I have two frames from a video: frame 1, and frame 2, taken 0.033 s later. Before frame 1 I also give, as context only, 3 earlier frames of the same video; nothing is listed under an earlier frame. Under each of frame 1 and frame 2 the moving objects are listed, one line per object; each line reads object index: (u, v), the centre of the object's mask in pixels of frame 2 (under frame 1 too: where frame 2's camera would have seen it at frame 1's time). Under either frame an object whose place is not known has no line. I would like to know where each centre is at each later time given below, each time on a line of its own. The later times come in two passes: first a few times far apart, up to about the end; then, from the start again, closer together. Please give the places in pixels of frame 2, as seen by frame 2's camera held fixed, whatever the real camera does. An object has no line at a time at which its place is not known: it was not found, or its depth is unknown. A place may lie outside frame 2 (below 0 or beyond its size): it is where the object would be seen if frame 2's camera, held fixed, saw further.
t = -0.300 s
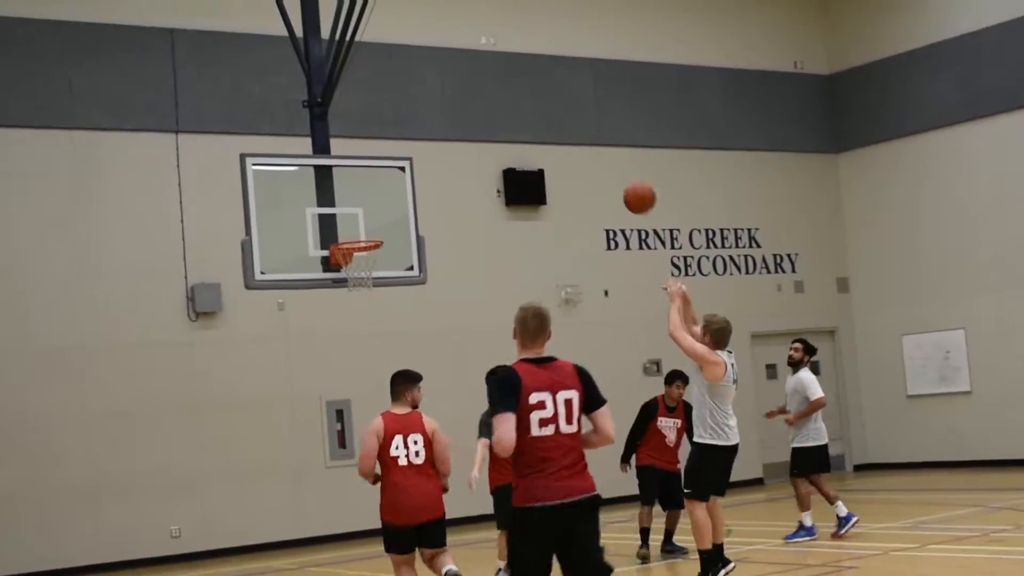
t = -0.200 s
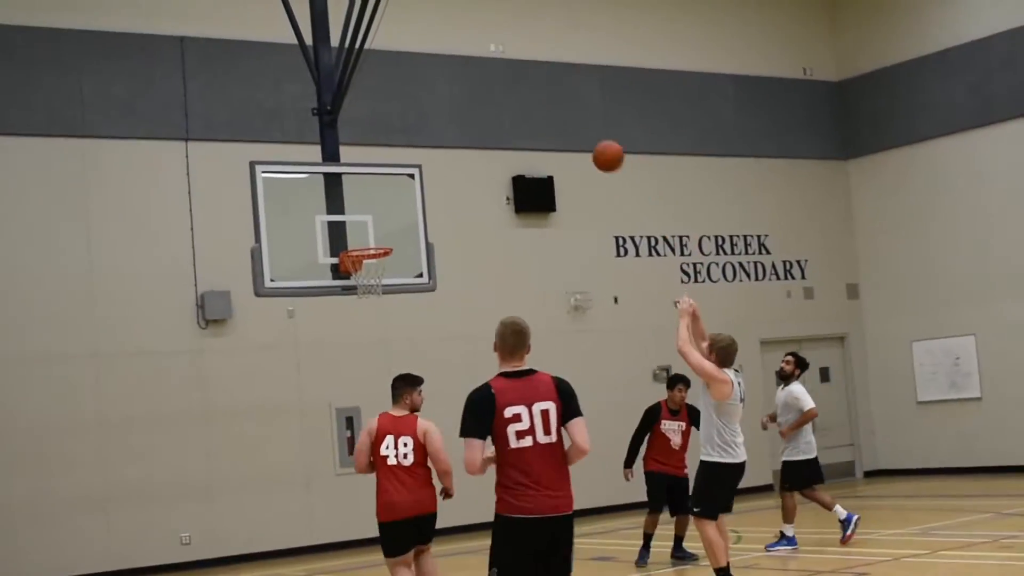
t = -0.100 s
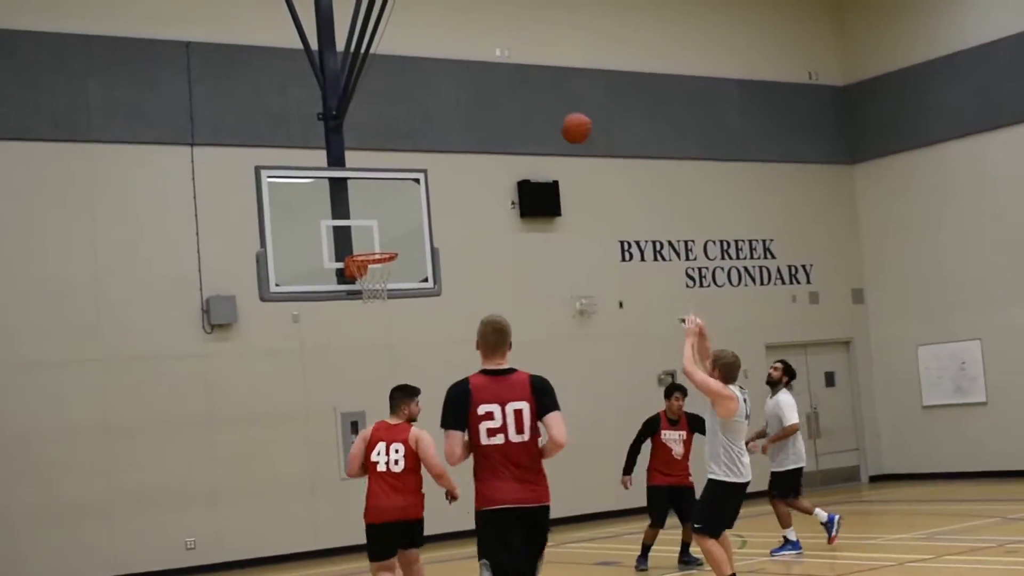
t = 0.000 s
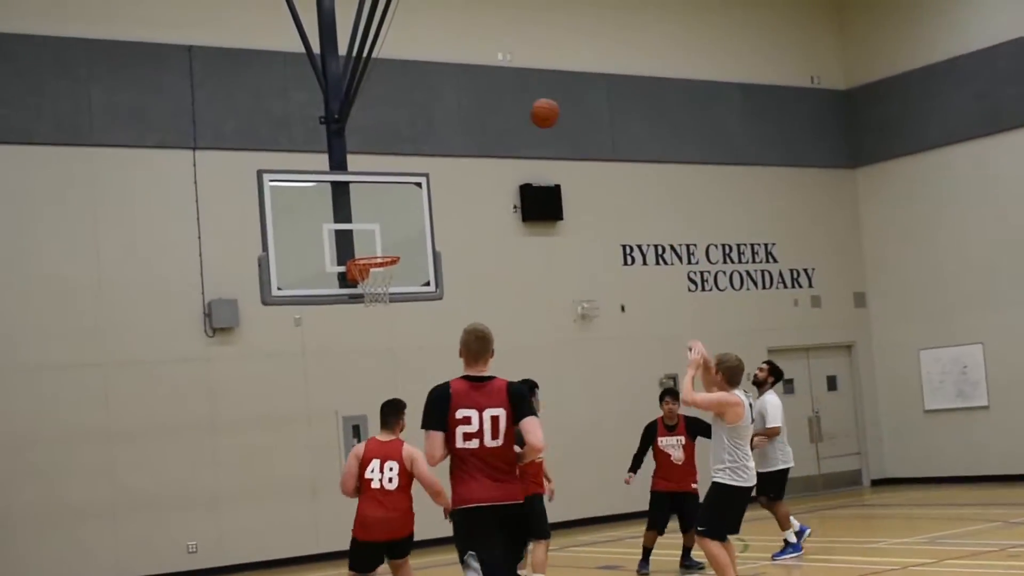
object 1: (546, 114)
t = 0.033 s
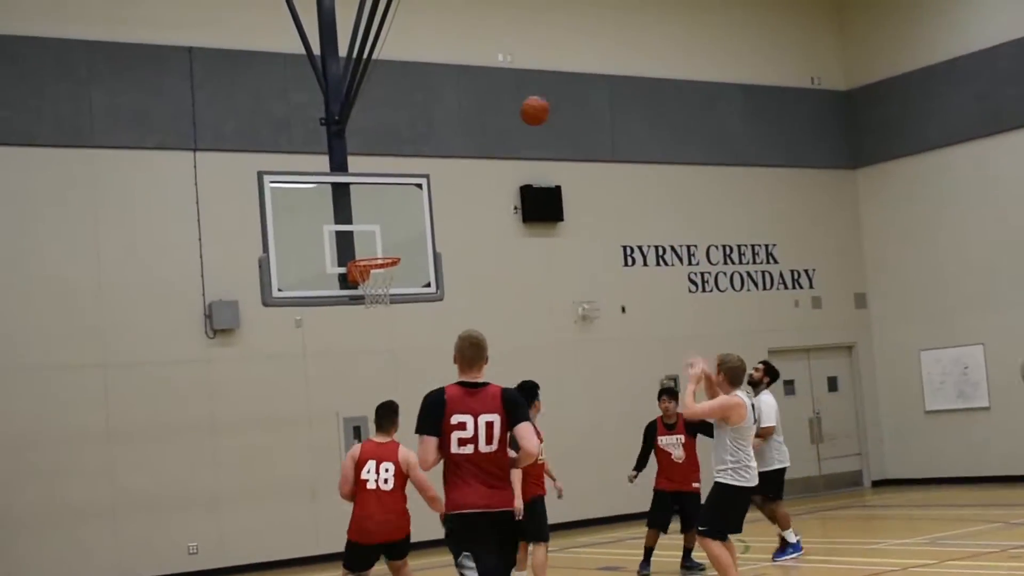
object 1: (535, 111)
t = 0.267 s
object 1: (469, 124)
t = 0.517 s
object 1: (411, 200)
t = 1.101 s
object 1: (380, 295)
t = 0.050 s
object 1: (529, 110)
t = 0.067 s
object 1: (525, 109)
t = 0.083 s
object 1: (519, 108)
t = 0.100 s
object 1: (515, 108)
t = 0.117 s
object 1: (510, 108)
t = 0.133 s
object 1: (505, 108)
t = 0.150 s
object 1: (500, 109)
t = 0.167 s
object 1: (495, 110)
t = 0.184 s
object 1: (491, 112)
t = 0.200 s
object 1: (486, 114)
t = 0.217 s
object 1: (482, 116)
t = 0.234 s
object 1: (477, 118)
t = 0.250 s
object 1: (473, 121)
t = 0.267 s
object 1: (469, 124)
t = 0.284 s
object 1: (465, 127)
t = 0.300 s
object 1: (460, 131)
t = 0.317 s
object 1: (456, 135)
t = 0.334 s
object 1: (452, 139)
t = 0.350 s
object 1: (449, 143)
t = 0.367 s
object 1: (444, 148)
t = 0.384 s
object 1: (440, 152)
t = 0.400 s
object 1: (436, 158)
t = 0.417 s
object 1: (432, 163)
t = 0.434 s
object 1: (428, 168)
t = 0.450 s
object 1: (425, 174)
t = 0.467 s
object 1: (421, 181)
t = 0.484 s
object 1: (418, 186)
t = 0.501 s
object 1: (415, 193)
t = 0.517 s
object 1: (411, 200)
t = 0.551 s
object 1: (405, 214)
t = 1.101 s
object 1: (380, 295)
